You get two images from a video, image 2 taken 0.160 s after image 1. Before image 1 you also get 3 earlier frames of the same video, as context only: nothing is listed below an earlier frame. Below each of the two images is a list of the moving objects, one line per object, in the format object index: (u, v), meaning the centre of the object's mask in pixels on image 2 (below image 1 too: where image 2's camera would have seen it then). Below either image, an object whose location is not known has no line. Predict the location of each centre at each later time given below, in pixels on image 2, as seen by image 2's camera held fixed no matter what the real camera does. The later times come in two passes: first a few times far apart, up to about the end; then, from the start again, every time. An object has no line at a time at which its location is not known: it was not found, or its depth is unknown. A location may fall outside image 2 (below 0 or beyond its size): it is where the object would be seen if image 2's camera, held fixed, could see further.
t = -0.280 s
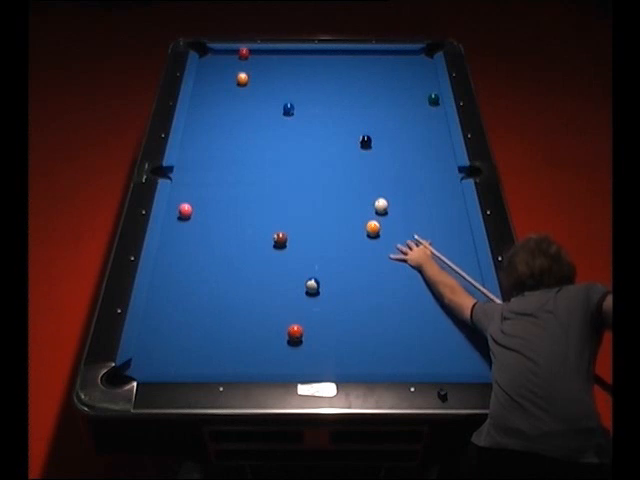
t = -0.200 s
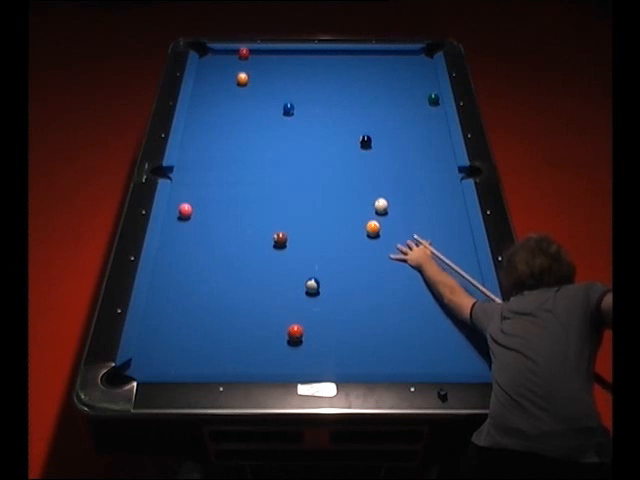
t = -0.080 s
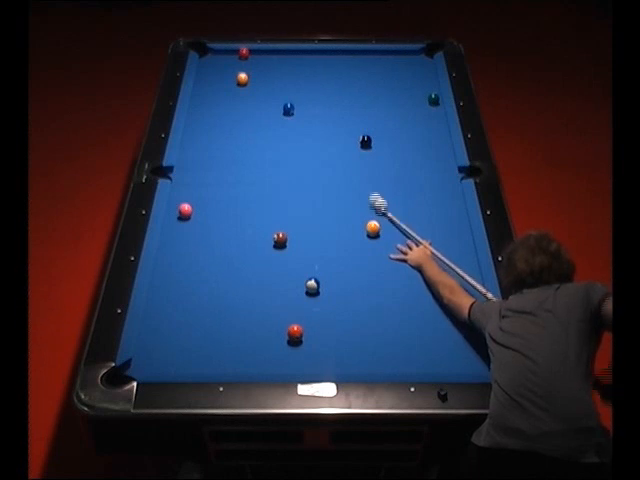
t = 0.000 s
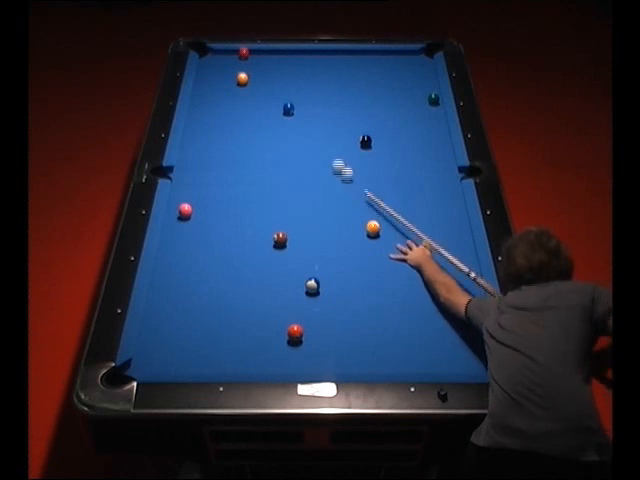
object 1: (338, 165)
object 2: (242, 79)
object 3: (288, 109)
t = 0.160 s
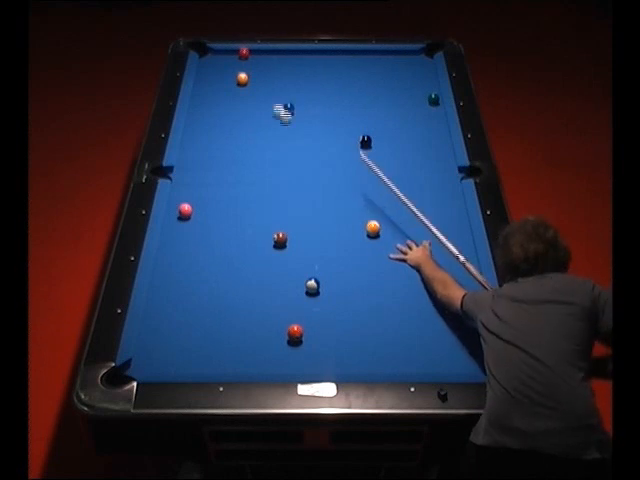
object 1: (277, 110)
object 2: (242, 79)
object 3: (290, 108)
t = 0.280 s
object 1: (231, 82)
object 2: (243, 77)
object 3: (297, 106)
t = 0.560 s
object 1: (232, 56)
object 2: (242, 79)
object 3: (315, 98)
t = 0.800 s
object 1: (232, 71)
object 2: (242, 79)
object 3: (330, 93)
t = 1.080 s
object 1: (223, 87)
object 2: (250, 80)
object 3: (346, 86)
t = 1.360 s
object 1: (211, 102)
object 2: (261, 81)
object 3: (360, 80)
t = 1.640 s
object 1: (198, 117)
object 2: (270, 83)
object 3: (373, 75)
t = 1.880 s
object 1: (188, 130)
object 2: (278, 84)
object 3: (384, 70)
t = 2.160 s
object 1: (189, 143)
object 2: (285, 85)
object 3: (395, 66)
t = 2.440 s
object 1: (190, 157)
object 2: (291, 86)
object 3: (405, 62)
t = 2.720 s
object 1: (191, 170)
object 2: (295, 86)
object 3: (413, 58)
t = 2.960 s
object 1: (192, 181)
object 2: (299, 87)
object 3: (421, 55)
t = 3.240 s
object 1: (193, 193)
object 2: (302, 87)
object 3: (428, 52)
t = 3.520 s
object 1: (195, 204)
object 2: (304, 87)
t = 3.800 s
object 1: (202, 210)
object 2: (304, 87)
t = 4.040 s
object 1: (207, 215)
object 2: (304, 87)
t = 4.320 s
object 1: (213, 220)
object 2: (304, 87)
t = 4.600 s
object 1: (218, 224)
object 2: (304, 87)
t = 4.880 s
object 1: (222, 227)
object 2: (304, 87)
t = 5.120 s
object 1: (225, 229)
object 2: (304, 87)
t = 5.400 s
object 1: (226, 231)
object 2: (304, 87)
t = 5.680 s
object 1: (228, 232)
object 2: (304, 87)
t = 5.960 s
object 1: (228, 232)
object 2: (304, 87)
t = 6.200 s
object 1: (228, 232)
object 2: (304, 87)
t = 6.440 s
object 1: (228, 232)
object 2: (304, 87)
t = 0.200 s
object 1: (261, 100)
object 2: (242, 79)
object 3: (291, 108)
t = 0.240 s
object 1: (245, 91)
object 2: (242, 79)
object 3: (294, 107)
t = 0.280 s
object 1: (231, 82)
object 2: (243, 77)
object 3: (297, 106)
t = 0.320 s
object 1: (217, 73)
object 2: (242, 79)
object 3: (299, 104)
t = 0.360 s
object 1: (204, 64)
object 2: (242, 79)
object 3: (302, 103)
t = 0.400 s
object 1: (203, 61)
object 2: (242, 79)
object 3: (305, 102)
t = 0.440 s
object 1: (215, 56)
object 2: (242, 79)
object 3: (308, 101)
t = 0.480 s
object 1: (228, 51)
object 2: (242, 79)
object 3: (310, 100)
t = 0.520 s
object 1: (233, 53)
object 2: (242, 79)
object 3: (312, 99)
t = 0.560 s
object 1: (232, 56)
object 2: (242, 79)
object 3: (315, 98)
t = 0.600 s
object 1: (232, 58)
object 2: (242, 79)
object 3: (318, 97)
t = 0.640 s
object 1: (232, 61)
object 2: (242, 79)
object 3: (321, 96)
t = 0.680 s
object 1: (232, 63)
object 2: (242, 79)
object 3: (323, 95)
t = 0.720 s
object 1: (232, 65)
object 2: (242, 79)
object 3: (325, 94)
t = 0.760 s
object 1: (232, 68)
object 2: (242, 79)
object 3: (328, 93)
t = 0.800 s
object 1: (232, 71)
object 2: (242, 79)
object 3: (330, 93)
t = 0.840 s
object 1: (232, 73)
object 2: (242, 79)
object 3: (332, 91)
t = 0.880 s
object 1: (232, 76)
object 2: (243, 79)
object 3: (335, 90)
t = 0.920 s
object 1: (231, 78)
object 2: (244, 79)
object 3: (337, 89)
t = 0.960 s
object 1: (228, 80)
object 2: (246, 79)
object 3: (339, 89)
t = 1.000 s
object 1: (227, 82)
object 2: (247, 79)
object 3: (341, 87)
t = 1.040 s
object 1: (225, 84)
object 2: (248, 79)
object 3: (344, 87)
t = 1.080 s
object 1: (223, 87)
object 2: (250, 80)
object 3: (346, 86)
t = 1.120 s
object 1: (222, 89)
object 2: (252, 80)
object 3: (348, 85)
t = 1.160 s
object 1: (220, 91)
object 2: (254, 80)
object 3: (350, 84)
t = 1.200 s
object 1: (218, 93)
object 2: (255, 81)
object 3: (352, 84)
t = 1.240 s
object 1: (216, 95)
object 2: (256, 81)
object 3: (354, 83)
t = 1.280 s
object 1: (214, 97)
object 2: (258, 81)
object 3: (356, 82)
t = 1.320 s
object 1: (213, 99)
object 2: (259, 81)
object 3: (358, 81)
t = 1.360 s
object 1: (211, 102)
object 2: (261, 81)
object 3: (360, 80)
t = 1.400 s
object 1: (209, 104)
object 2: (262, 81)
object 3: (362, 79)
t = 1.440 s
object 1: (207, 106)
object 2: (264, 81)
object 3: (364, 79)
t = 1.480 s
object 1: (205, 108)
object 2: (265, 81)
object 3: (366, 78)
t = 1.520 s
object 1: (203, 110)
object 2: (266, 82)
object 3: (368, 77)
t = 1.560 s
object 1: (201, 112)
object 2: (267, 82)
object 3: (370, 76)
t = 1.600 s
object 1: (200, 114)
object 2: (269, 82)
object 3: (371, 75)
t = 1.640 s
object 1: (198, 117)
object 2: (270, 83)
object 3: (373, 75)
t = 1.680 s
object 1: (196, 119)
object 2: (271, 83)
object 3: (375, 74)
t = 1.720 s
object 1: (194, 121)
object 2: (272, 83)
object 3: (377, 73)
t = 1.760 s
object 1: (192, 123)
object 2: (274, 83)
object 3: (379, 73)
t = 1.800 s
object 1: (190, 126)
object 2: (275, 83)
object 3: (380, 72)
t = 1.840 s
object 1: (189, 128)
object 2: (276, 84)
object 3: (382, 71)
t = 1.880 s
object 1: (188, 130)
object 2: (278, 84)
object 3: (384, 70)
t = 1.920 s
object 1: (188, 132)
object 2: (278, 84)
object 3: (385, 69)
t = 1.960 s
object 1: (188, 134)
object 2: (279, 84)
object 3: (387, 69)
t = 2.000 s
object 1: (189, 136)
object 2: (281, 84)
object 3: (388, 69)
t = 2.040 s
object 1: (189, 138)
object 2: (281, 85)
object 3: (390, 68)
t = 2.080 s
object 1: (189, 139)
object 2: (282, 85)
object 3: (392, 67)
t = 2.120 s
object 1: (189, 141)
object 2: (284, 85)
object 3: (393, 66)
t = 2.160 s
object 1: (189, 143)
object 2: (285, 85)
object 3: (395, 66)
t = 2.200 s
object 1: (190, 145)
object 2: (286, 85)
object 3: (396, 65)
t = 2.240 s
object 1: (190, 147)
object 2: (286, 86)
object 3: (397, 65)
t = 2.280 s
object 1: (190, 149)
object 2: (287, 86)
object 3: (399, 64)
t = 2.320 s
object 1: (190, 151)
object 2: (288, 85)
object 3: (400, 63)
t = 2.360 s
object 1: (190, 153)
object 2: (289, 85)
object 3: (402, 63)
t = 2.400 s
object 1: (190, 155)
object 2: (290, 86)
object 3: (403, 63)
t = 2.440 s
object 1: (190, 157)
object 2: (291, 86)
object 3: (405, 62)
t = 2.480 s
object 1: (191, 159)
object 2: (292, 86)
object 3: (406, 61)
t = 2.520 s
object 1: (191, 161)
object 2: (292, 86)
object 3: (407, 61)
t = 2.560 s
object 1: (191, 162)
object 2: (293, 86)
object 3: (409, 60)
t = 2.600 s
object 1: (191, 164)
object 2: (294, 87)
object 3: (410, 59)
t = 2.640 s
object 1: (191, 166)
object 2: (294, 86)
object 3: (411, 59)
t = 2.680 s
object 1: (191, 168)
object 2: (295, 86)
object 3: (412, 59)
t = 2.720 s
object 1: (191, 170)
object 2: (295, 86)
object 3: (413, 58)
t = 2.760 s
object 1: (192, 172)
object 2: (296, 87)
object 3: (414, 58)
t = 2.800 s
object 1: (192, 174)
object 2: (297, 87)
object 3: (416, 56)
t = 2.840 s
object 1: (192, 175)
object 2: (297, 87)
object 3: (418, 56)
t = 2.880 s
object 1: (192, 177)
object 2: (298, 87)
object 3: (418, 56)
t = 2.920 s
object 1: (192, 179)
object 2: (298, 87)
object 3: (420, 56)
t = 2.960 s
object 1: (192, 181)
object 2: (299, 87)
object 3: (421, 55)
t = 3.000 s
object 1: (192, 183)
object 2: (299, 87)
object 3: (421, 55)
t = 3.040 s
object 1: (193, 184)
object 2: (300, 87)
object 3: (422, 54)
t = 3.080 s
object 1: (193, 186)
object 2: (300, 87)
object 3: (423, 54)
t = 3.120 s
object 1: (193, 188)
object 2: (301, 87)
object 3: (424, 53)
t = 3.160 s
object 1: (193, 190)
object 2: (301, 87)
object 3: (425, 53)
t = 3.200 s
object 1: (193, 192)
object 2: (302, 87)
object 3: (427, 52)
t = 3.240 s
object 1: (193, 193)
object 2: (302, 87)
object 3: (428, 52)
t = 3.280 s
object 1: (193, 195)
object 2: (302, 87)
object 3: (429, 51)
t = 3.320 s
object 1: (193, 197)
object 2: (302, 87)
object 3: (430, 51)
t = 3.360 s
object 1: (194, 198)
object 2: (303, 87)
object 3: (430, 53)
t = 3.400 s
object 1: (194, 200)
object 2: (303, 87)
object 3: (430, 53)
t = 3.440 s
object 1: (194, 201)
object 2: (303, 87)
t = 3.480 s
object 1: (194, 203)
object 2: (304, 87)
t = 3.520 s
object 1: (195, 204)
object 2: (304, 87)
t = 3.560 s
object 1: (196, 205)
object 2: (304, 87)
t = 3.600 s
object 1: (197, 206)
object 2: (304, 87)
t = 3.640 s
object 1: (198, 207)
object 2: (304, 87)
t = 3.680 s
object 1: (199, 208)
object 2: (304, 87)
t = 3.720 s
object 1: (200, 209)
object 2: (304, 87)
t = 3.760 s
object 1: (201, 210)
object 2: (304, 87)
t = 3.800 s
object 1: (202, 210)
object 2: (304, 87)
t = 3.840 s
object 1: (203, 211)
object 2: (304, 87)
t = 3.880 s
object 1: (204, 212)
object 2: (304, 87)
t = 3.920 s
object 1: (205, 213)
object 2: (304, 87)
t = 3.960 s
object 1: (206, 213)
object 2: (304, 87)
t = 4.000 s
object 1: (206, 214)
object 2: (304, 87)
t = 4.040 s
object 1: (207, 215)
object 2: (304, 87)
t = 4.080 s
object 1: (208, 216)
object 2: (304, 87)
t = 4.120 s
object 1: (209, 217)
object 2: (304, 87)
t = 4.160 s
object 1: (210, 217)
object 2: (304, 87)
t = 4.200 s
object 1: (210, 218)
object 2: (304, 87)
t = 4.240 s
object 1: (211, 219)
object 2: (304, 87)
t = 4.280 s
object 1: (212, 219)
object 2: (304, 87)
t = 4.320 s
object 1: (213, 220)
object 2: (304, 87)
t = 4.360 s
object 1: (214, 220)
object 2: (304, 87)
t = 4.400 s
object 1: (215, 221)
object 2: (304, 87)
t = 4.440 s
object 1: (215, 222)
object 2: (304, 87)
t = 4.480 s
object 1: (216, 222)
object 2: (304, 87)
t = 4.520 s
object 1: (217, 223)
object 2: (304, 87)
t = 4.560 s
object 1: (217, 223)
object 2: (304, 87)
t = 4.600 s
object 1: (218, 224)
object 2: (304, 87)
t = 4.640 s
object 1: (219, 224)
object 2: (304, 87)
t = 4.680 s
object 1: (219, 225)
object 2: (304, 87)
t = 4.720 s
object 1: (220, 225)
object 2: (304, 87)
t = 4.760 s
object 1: (221, 226)
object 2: (304, 87)
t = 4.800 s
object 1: (221, 226)
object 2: (304, 87)
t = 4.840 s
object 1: (221, 227)
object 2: (304, 87)
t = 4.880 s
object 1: (222, 227)
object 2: (304, 87)
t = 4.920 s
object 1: (222, 228)
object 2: (304, 87)
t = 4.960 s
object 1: (223, 228)
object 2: (304, 87)
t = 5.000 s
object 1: (223, 228)
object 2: (304, 87)
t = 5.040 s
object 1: (224, 229)
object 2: (304, 87)
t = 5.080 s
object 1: (224, 229)
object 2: (304, 87)
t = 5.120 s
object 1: (225, 229)
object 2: (304, 87)
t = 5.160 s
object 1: (225, 229)
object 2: (304, 87)
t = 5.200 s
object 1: (225, 230)
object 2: (304, 87)
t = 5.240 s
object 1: (225, 230)
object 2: (304, 87)
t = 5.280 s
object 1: (226, 230)
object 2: (304, 87)
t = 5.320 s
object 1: (226, 230)
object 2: (304, 87)
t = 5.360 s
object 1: (226, 231)
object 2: (304, 87)
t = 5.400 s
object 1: (226, 231)
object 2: (304, 87)
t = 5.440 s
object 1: (227, 231)
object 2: (304, 87)
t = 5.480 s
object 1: (227, 231)
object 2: (304, 87)
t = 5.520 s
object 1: (227, 232)
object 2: (304, 87)
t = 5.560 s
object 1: (227, 232)
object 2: (304, 87)
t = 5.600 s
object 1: (227, 232)
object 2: (304, 87)
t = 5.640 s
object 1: (227, 232)
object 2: (304, 87)
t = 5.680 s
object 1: (228, 232)
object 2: (304, 87)
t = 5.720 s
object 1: (228, 232)
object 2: (304, 87)
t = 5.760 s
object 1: (228, 232)
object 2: (304, 87)
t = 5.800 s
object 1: (228, 232)
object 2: (304, 87)
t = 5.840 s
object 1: (228, 232)
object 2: (304, 87)
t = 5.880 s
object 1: (228, 232)
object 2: (304, 87)
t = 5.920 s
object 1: (228, 232)
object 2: (304, 87)
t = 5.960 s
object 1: (228, 232)
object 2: (304, 87)
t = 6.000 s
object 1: (228, 232)
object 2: (304, 87)
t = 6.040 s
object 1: (228, 232)
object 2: (304, 87)
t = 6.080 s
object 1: (228, 232)
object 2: (304, 87)
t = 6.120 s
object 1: (228, 232)
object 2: (304, 87)
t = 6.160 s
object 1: (228, 232)
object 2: (304, 87)
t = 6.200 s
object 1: (228, 232)
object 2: (304, 87)
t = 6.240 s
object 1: (228, 232)
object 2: (304, 87)
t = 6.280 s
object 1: (228, 232)
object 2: (304, 87)
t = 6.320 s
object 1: (228, 232)
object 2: (304, 87)
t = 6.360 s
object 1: (228, 232)
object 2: (304, 87)
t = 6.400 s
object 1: (228, 232)
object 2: (304, 87)
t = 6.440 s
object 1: (228, 232)
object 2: (304, 87)
